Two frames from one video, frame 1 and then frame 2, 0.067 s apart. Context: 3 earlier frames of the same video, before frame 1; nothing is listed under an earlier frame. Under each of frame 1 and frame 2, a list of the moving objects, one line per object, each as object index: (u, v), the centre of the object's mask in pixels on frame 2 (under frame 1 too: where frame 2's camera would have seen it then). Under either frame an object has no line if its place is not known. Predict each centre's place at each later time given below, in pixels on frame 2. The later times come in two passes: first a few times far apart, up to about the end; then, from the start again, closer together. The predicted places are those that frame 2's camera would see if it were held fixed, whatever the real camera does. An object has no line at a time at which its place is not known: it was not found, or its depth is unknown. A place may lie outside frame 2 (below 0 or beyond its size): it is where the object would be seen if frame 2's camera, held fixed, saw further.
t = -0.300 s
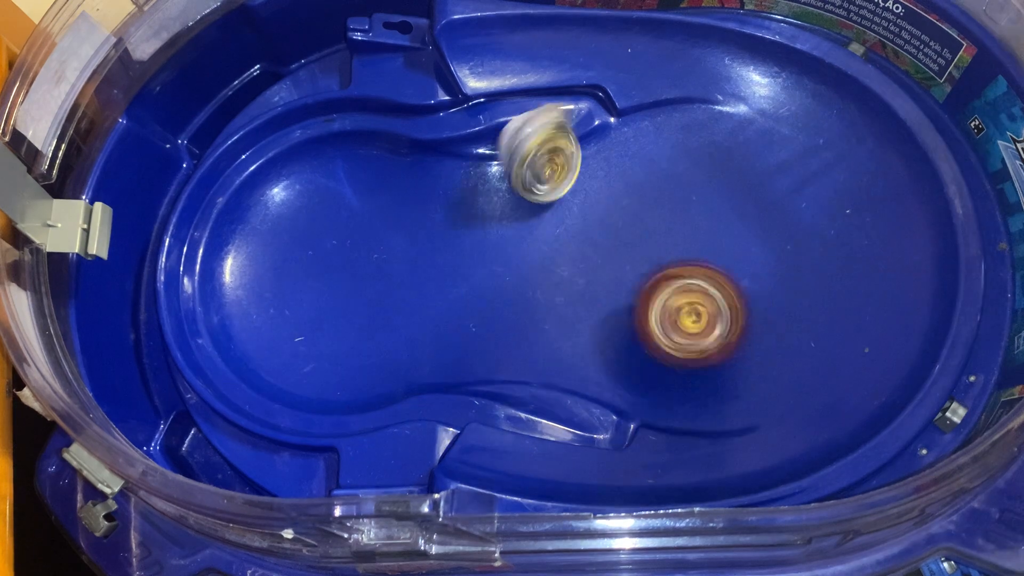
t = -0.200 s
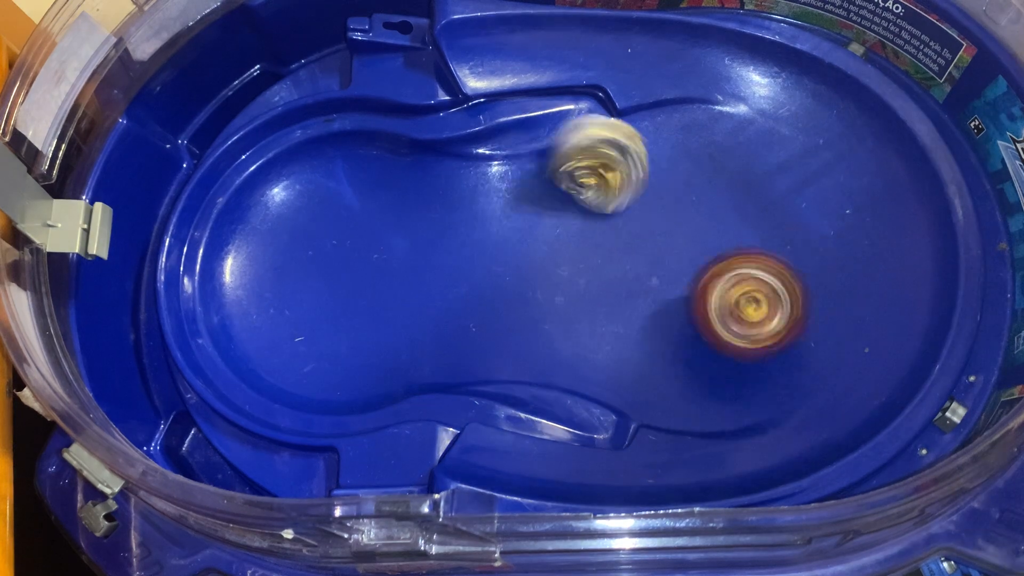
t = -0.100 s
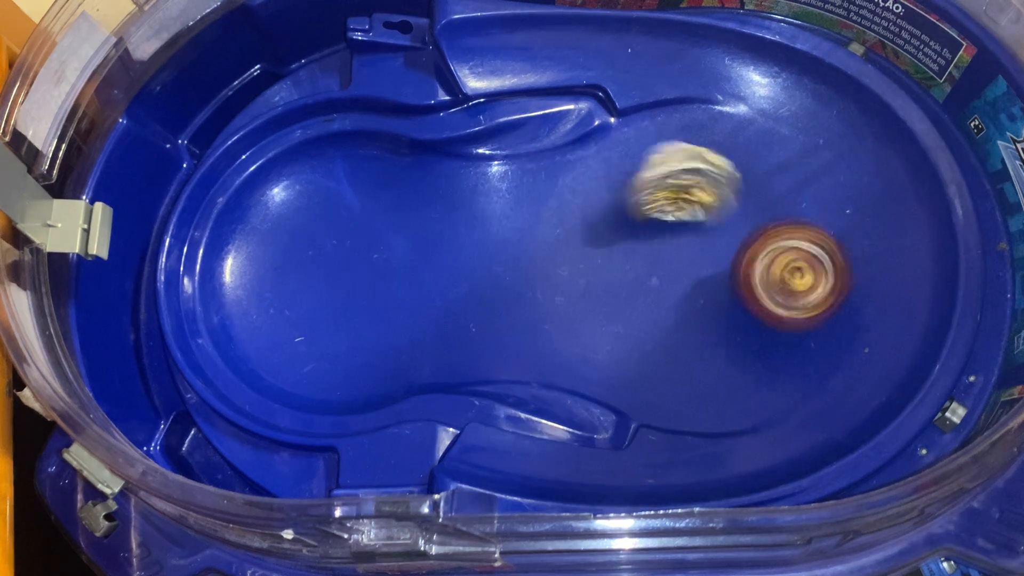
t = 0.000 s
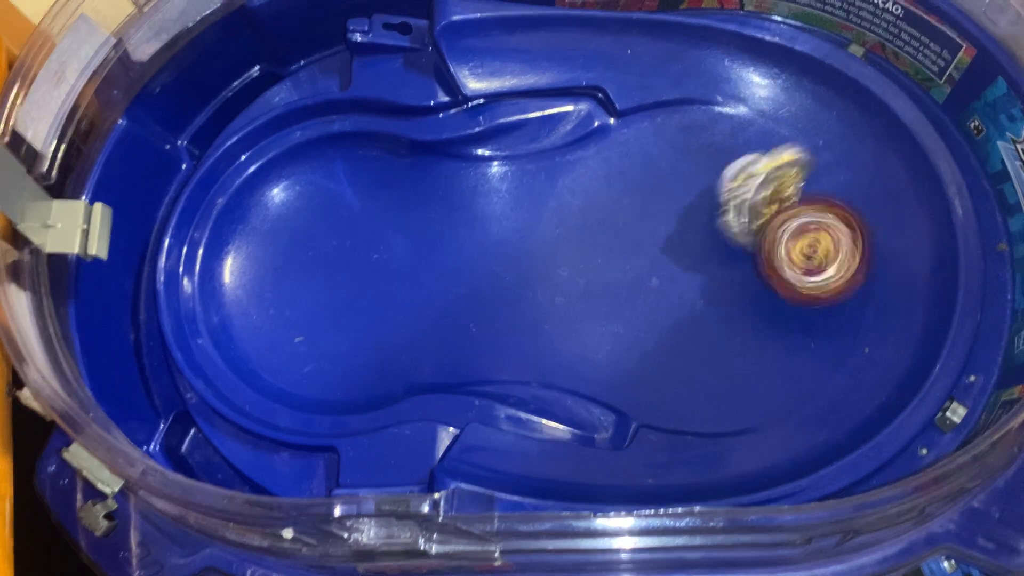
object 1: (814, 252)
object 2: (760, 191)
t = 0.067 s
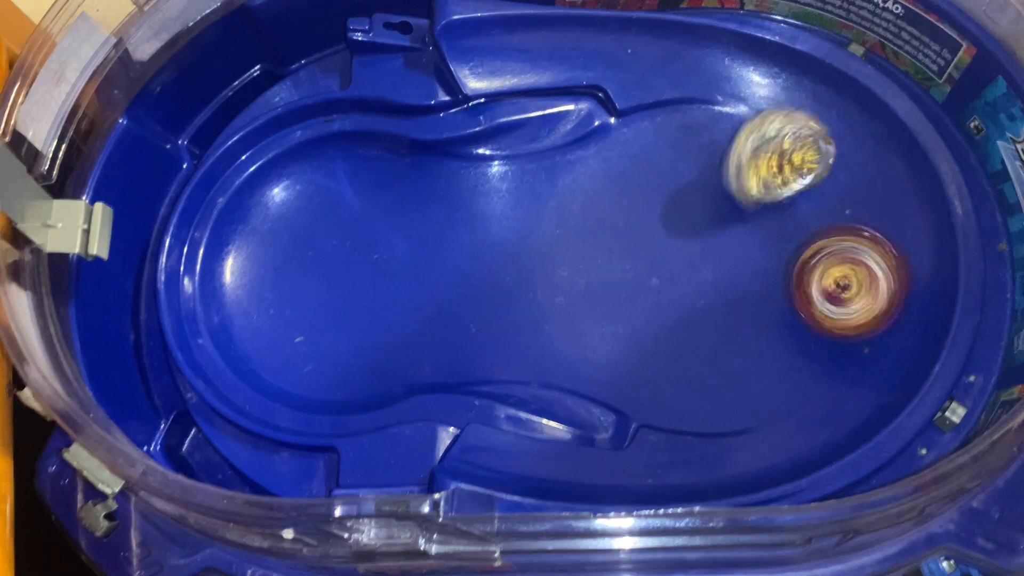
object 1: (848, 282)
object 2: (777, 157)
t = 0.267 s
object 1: (864, 309)
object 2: (782, 176)
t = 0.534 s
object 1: (693, 318)
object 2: (792, 217)
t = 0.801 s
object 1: (532, 233)
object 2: (763, 204)
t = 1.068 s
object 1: (402, 200)
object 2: (756, 203)
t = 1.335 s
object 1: (346, 292)
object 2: (764, 213)
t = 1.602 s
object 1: (331, 320)
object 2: (766, 216)
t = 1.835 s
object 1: (340, 279)
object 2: (765, 214)
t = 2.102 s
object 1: (362, 223)
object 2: (766, 217)
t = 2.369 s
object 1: (371, 235)
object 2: (766, 217)
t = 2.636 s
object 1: (378, 302)
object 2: (767, 218)
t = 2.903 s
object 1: (381, 302)
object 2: (766, 218)
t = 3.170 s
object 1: (365, 239)
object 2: (766, 218)
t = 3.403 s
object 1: (345, 206)
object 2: (766, 218)
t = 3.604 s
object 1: (334, 238)
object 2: (766, 217)
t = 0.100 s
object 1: (858, 292)
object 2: (782, 150)
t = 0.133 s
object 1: (865, 299)
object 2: (786, 151)
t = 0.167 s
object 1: (870, 303)
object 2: (786, 158)
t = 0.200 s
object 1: (871, 307)
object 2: (785, 165)
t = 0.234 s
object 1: (869, 308)
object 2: (783, 170)
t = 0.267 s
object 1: (864, 309)
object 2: (782, 176)
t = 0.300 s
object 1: (853, 310)
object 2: (782, 183)
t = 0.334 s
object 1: (838, 311)
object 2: (784, 190)
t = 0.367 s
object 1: (820, 311)
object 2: (786, 197)
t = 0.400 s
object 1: (797, 311)
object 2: (787, 205)
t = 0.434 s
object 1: (770, 315)
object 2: (789, 209)
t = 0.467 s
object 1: (743, 318)
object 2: (791, 211)
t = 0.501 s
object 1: (718, 319)
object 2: (793, 214)
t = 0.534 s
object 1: (693, 318)
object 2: (792, 217)
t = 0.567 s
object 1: (668, 314)
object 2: (790, 219)
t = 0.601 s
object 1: (645, 308)
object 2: (788, 220)
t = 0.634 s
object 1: (622, 301)
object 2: (784, 219)
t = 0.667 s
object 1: (600, 291)
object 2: (780, 217)
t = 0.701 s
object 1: (581, 279)
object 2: (775, 214)
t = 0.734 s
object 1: (564, 264)
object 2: (770, 211)
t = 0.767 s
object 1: (547, 249)
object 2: (766, 207)
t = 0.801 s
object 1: (532, 233)
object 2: (763, 204)
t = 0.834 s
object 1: (518, 216)
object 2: (759, 201)
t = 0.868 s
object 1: (502, 199)
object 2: (756, 199)
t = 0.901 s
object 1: (484, 182)
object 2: (755, 197)
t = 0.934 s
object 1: (467, 169)
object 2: (755, 196)
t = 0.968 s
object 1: (450, 158)
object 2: (754, 197)
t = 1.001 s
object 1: (436, 162)
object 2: (754, 200)
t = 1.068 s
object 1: (402, 200)
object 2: (756, 203)
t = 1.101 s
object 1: (388, 220)
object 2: (758, 205)
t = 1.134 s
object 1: (375, 234)
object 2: (759, 207)
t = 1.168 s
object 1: (364, 247)
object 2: (759, 208)
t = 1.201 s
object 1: (358, 257)
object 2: (761, 209)
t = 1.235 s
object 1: (356, 266)
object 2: (761, 210)
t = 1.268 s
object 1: (353, 276)
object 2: (762, 211)
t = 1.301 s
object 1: (350, 284)
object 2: (763, 212)
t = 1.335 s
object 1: (346, 292)
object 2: (764, 213)
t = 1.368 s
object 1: (343, 299)
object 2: (765, 214)
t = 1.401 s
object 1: (339, 308)
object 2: (766, 216)
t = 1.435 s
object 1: (337, 312)
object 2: (767, 217)
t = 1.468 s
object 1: (336, 316)
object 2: (768, 218)
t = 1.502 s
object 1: (333, 319)
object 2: (768, 218)
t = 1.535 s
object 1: (331, 319)
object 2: (768, 218)
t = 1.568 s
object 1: (331, 320)
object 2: (766, 217)
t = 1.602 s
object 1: (331, 320)
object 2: (766, 216)
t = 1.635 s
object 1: (331, 317)
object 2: (765, 215)
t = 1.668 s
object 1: (331, 312)
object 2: (765, 215)
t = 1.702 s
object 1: (332, 307)
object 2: (765, 214)
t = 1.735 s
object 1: (334, 302)
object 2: (764, 214)
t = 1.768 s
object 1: (336, 295)
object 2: (764, 214)
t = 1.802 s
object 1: (339, 288)
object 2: (764, 214)
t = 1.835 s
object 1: (340, 279)
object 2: (765, 214)
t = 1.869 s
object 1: (343, 270)
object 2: (765, 215)
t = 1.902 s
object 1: (346, 263)
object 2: (765, 215)
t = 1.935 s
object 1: (349, 254)
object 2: (766, 216)
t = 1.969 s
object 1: (352, 246)
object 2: (767, 217)
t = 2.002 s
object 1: (354, 238)
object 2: (767, 218)
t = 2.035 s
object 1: (357, 231)
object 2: (767, 218)
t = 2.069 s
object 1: (360, 227)
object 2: (766, 218)
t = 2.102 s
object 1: (362, 223)
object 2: (766, 217)
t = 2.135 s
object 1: (364, 219)
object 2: (766, 217)
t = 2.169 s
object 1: (366, 217)
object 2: (766, 217)
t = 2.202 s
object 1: (367, 216)
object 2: (766, 217)
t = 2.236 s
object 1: (368, 218)
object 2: (766, 218)
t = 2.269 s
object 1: (369, 220)
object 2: (767, 218)
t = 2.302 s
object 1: (371, 223)
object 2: (766, 218)
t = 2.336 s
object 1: (371, 229)
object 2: (766, 217)
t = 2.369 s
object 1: (371, 235)
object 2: (766, 217)
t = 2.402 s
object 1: (371, 244)
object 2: (766, 218)
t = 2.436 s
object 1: (372, 253)
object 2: (766, 218)
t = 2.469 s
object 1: (373, 262)
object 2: (766, 218)
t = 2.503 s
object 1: (373, 271)
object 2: (766, 218)
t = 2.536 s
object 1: (374, 279)
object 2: (767, 218)
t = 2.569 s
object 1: (375, 290)
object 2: (766, 218)
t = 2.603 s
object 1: (377, 296)
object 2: (766, 218)
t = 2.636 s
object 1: (378, 302)
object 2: (767, 218)
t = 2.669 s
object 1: (378, 308)
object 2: (766, 218)
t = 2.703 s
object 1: (378, 312)
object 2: (767, 218)
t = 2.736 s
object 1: (380, 314)
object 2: (766, 218)
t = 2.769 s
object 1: (381, 313)
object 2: (766, 218)
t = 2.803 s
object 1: (381, 312)
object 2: (767, 218)
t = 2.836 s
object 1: (380, 310)
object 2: (767, 218)
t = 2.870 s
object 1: (381, 307)
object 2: (766, 218)
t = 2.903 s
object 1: (381, 302)
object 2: (766, 218)
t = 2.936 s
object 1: (379, 295)
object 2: (766, 218)
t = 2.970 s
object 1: (378, 287)
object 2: (766, 218)
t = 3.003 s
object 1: (376, 281)
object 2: (766, 218)
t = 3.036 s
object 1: (375, 273)
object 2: (766, 218)
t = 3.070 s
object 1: (373, 264)
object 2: (766, 218)
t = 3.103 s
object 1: (370, 255)
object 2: (766, 218)
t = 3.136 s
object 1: (367, 248)
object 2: (766, 218)
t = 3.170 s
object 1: (365, 239)
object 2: (766, 218)
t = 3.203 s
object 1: (362, 231)
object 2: (766, 218)
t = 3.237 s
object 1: (360, 222)
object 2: (766, 218)
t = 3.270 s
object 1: (356, 218)
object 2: (766, 218)
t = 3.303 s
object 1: (353, 213)
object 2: (766, 218)
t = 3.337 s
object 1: (351, 208)
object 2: (766, 218)
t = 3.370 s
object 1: (349, 207)
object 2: (766, 218)
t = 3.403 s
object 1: (345, 206)
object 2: (766, 218)
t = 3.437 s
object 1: (342, 209)
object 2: (766, 218)
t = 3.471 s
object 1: (339, 212)
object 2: (766, 218)
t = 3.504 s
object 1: (337, 216)
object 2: (766, 218)
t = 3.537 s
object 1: (335, 222)
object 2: (766, 217)
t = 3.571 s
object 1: (334, 230)
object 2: (766, 217)
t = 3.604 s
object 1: (334, 238)
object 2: (766, 217)
